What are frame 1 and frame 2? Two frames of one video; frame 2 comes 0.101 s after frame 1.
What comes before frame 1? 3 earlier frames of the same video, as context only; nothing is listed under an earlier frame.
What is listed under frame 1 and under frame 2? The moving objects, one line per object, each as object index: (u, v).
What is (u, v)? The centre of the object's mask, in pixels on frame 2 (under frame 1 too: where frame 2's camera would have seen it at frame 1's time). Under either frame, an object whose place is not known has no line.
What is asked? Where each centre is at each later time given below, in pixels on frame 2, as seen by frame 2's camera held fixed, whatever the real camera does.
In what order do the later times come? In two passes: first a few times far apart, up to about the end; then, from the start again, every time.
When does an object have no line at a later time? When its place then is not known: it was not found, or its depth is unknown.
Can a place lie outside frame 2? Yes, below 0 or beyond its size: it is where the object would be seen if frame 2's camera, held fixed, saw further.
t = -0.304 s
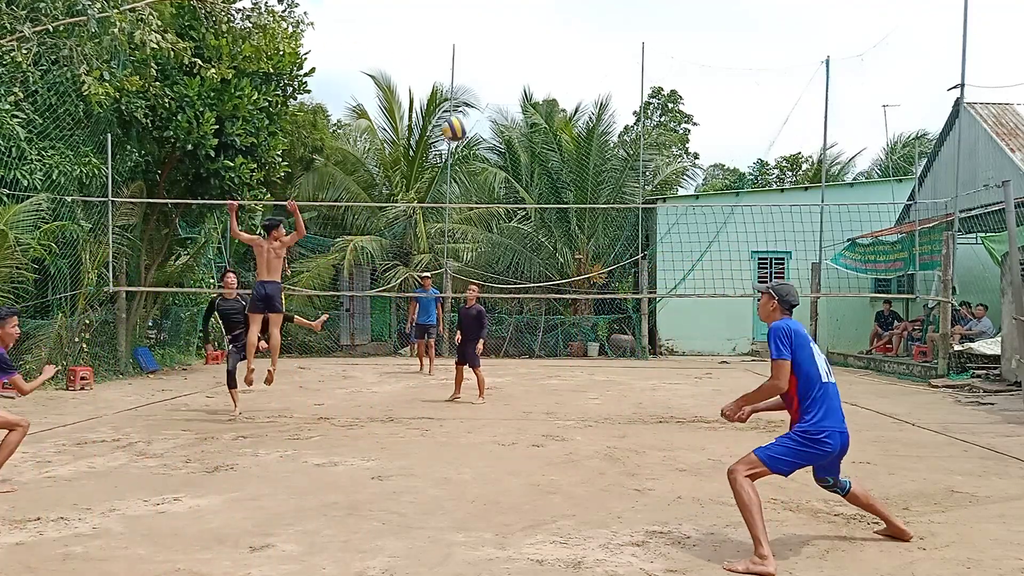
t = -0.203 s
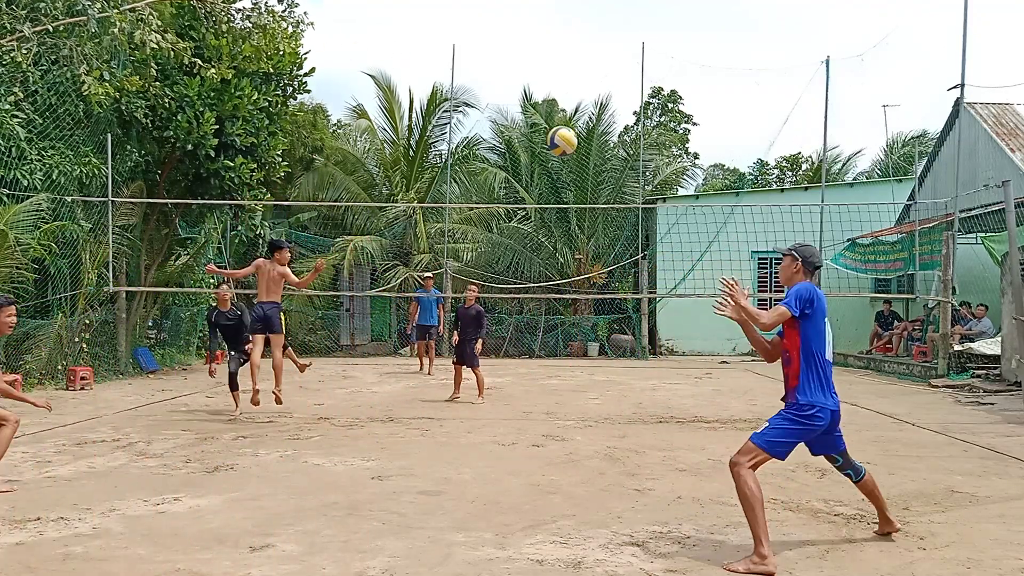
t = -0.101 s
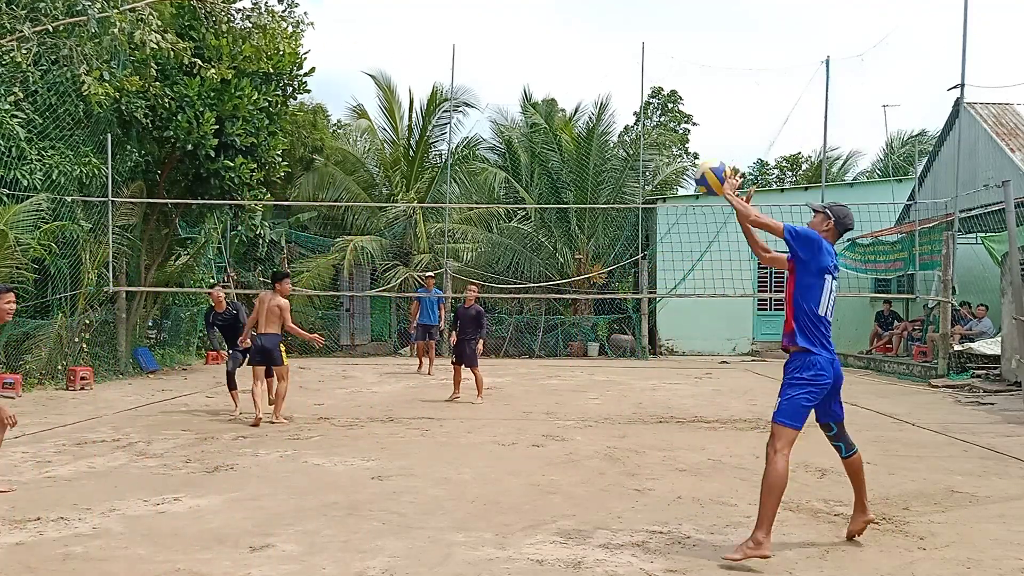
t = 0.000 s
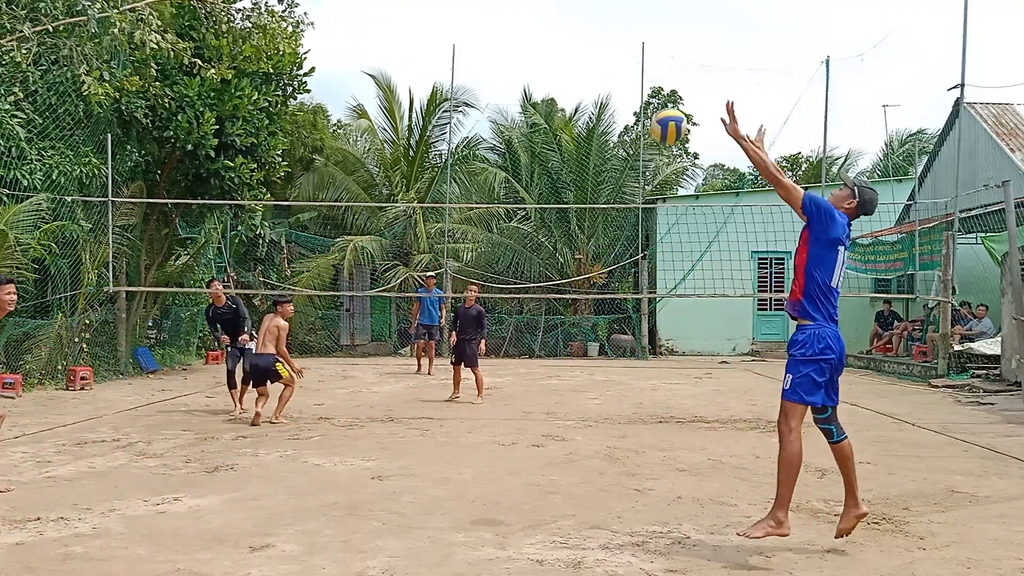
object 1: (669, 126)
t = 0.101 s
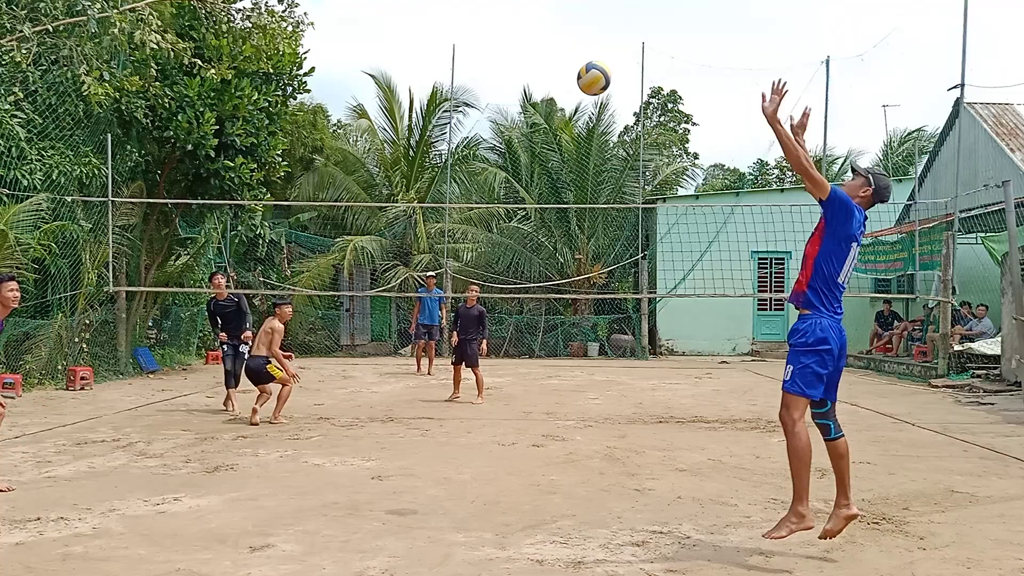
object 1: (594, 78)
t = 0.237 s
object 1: (503, 45)
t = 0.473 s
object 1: (366, 56)
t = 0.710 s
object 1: (252, 140)
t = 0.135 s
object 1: (570, 67)
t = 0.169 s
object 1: (547, 57)
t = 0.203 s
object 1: (525, 50)
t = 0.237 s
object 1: (503, 45)
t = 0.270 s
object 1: (482, 43)
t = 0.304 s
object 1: (462, 40)
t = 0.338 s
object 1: (442, 39)
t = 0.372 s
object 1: (422, 41)
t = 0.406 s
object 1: (403, 44)
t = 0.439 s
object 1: (384, 49)
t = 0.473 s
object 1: (366, 56)
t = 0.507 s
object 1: (348, 63)
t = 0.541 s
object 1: (331, 73)
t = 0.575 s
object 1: (314, 83)
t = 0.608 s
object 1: (298, 96)
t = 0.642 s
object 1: (282, 109)
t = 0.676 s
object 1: (267, 124)
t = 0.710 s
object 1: (252, 140)
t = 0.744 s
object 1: (237, 157)
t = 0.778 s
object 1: (222, 175)
